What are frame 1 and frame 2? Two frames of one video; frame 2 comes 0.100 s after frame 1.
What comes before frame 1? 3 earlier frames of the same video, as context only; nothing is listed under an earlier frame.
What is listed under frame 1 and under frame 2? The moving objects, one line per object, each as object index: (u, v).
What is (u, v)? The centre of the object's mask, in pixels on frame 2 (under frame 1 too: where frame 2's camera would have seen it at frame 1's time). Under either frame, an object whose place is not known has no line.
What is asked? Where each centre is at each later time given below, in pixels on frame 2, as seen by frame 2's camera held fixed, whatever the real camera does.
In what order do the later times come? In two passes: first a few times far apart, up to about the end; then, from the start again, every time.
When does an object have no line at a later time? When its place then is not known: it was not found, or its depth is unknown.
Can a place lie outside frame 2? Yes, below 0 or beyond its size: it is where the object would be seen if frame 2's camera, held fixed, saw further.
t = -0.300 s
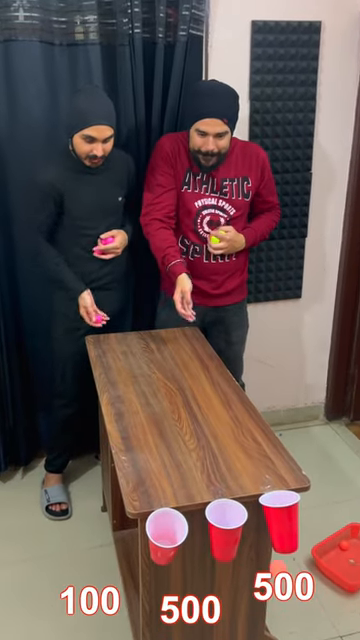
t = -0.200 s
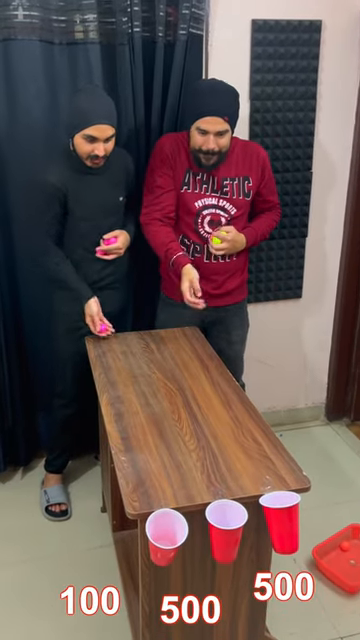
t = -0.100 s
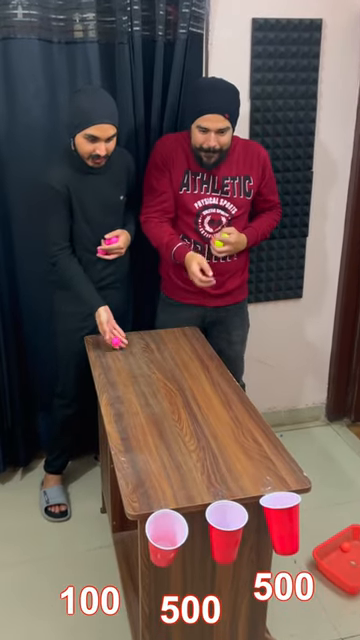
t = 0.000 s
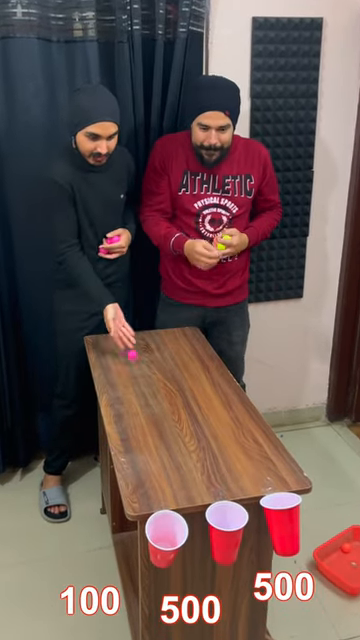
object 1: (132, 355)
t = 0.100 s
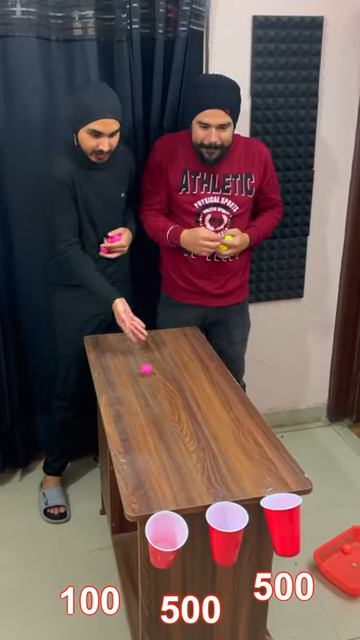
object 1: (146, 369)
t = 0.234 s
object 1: (162, 383)
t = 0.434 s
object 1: (192, 405)
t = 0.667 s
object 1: (232, 429)
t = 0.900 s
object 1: (269, 454)
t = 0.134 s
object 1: (150, 369)
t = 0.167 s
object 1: (153, 373)
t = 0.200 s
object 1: (158, 377)
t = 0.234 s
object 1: (162, 383)
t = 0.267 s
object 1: (167, 384)
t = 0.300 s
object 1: (172, 388)
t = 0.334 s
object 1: (177, 395)
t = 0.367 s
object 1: (182, 397)
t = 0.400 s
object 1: (187, 398)
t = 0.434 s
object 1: (192, 405)
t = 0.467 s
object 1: (198, 408)
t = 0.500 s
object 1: (203, 411)
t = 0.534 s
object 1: (208, 416)
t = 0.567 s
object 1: (215, 420)
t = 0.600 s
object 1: (220, 425)
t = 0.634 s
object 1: (227, 428)
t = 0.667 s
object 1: (232, 429)
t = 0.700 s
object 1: (238, 435)
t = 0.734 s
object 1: (243, 440)
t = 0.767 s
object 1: (248, 441)
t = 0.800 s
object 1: (253, 444)
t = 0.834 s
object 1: (259, 450)
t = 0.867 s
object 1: (264, 450)
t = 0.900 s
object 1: (269, 454)
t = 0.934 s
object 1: (274, 457)
